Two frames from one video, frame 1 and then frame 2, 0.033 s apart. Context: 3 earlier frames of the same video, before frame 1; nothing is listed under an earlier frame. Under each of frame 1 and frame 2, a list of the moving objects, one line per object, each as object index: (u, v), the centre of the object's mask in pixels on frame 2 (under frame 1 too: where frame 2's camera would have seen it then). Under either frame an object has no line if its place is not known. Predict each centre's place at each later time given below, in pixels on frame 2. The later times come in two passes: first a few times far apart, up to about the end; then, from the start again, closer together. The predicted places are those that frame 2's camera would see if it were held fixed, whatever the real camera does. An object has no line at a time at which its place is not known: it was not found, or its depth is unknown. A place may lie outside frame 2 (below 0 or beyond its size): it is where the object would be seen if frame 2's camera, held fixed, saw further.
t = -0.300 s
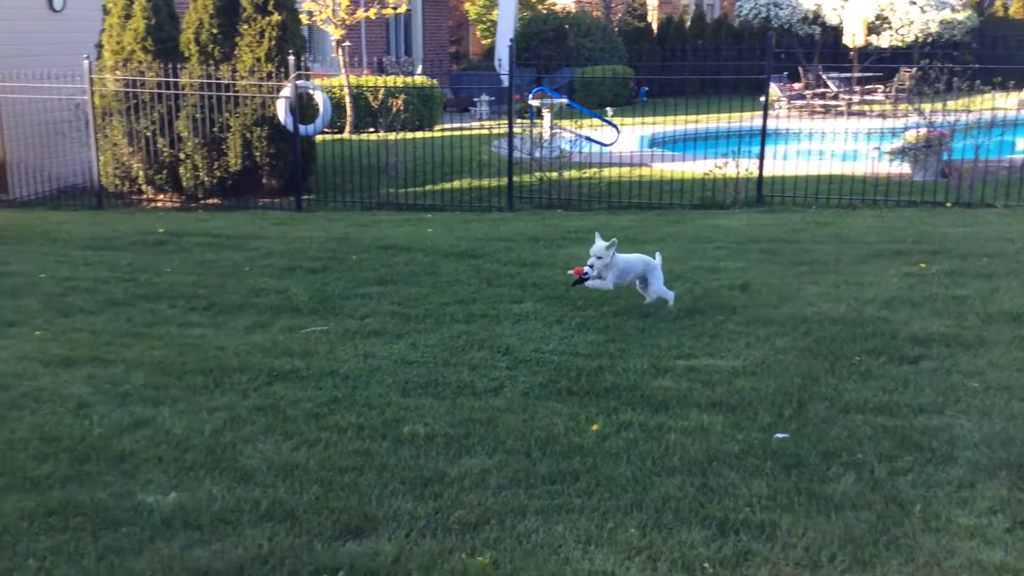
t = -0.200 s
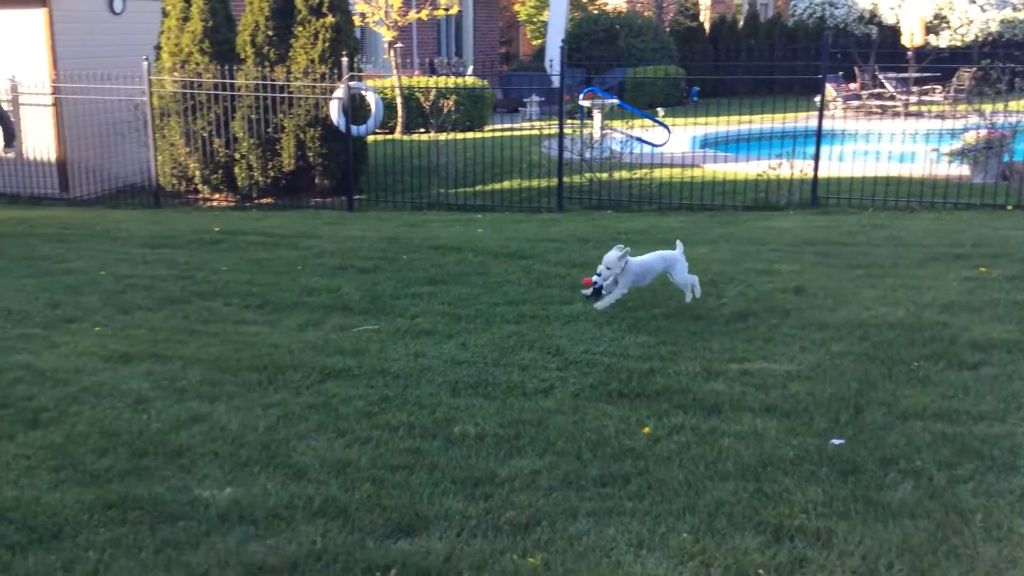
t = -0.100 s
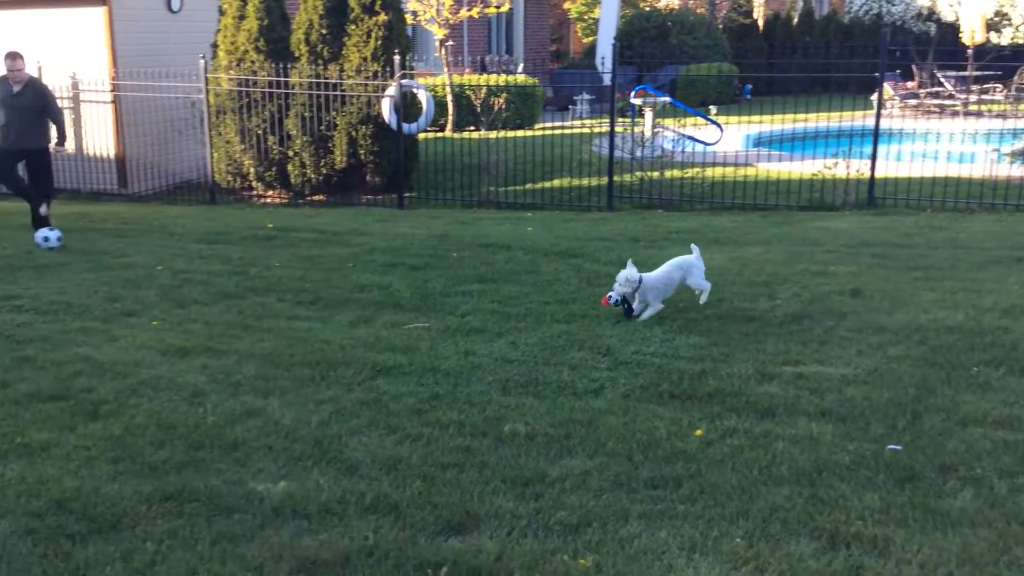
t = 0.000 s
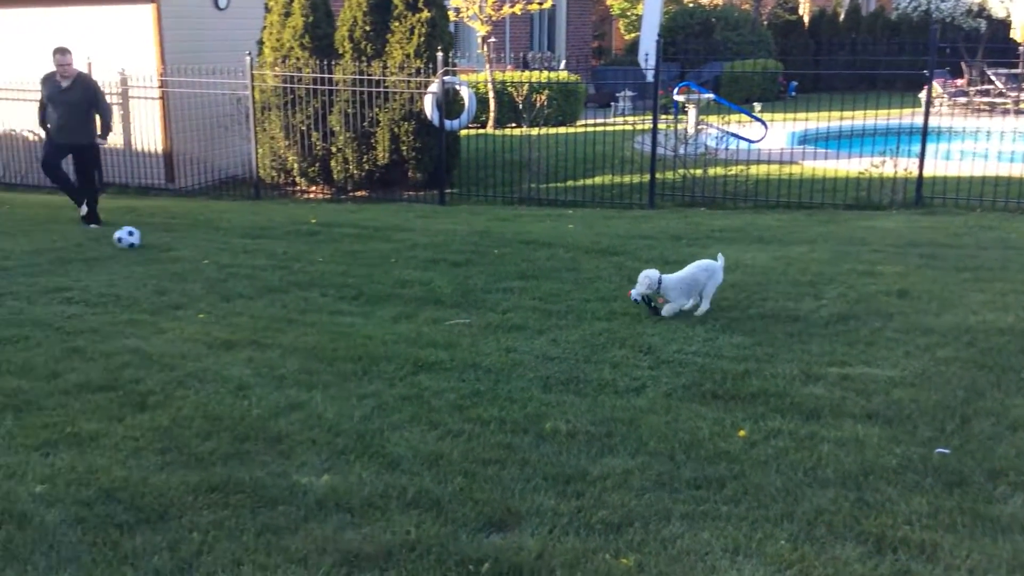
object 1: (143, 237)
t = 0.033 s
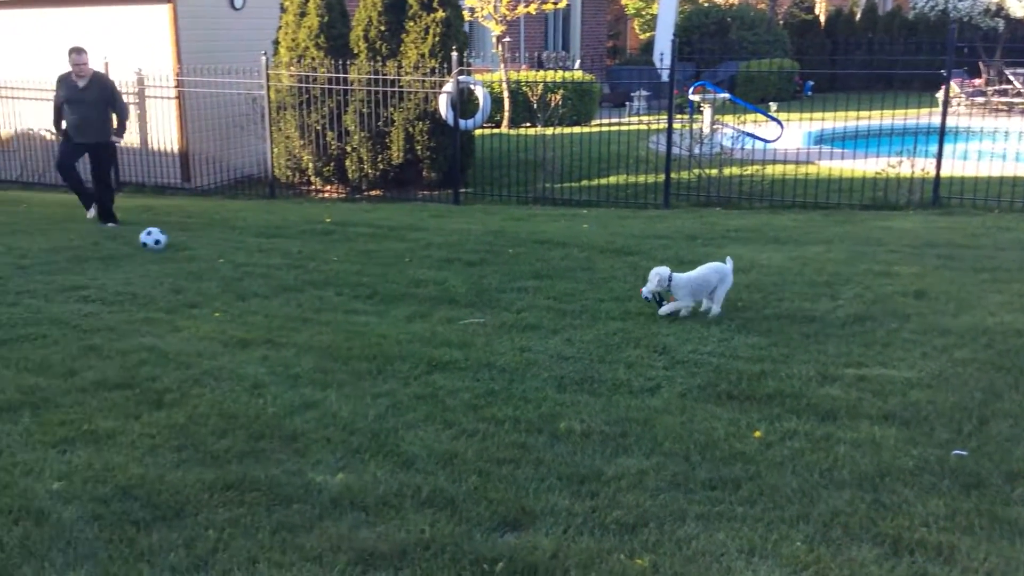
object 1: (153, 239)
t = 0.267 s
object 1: (211, 248)
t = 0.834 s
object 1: (328, 280)
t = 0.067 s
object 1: (164, 241)
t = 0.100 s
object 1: (173, 243)
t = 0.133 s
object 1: (180, 243)
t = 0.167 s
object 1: (188, 242)
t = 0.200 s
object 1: (196, 242)
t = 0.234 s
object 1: (204, 245)
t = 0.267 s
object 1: (211, 248)
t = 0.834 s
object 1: (328, 280)
